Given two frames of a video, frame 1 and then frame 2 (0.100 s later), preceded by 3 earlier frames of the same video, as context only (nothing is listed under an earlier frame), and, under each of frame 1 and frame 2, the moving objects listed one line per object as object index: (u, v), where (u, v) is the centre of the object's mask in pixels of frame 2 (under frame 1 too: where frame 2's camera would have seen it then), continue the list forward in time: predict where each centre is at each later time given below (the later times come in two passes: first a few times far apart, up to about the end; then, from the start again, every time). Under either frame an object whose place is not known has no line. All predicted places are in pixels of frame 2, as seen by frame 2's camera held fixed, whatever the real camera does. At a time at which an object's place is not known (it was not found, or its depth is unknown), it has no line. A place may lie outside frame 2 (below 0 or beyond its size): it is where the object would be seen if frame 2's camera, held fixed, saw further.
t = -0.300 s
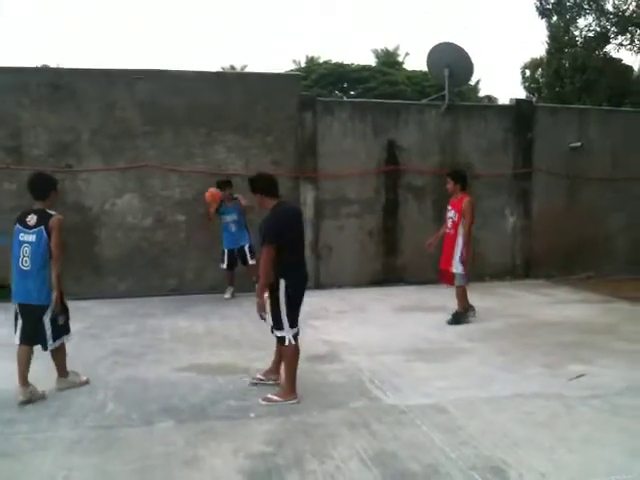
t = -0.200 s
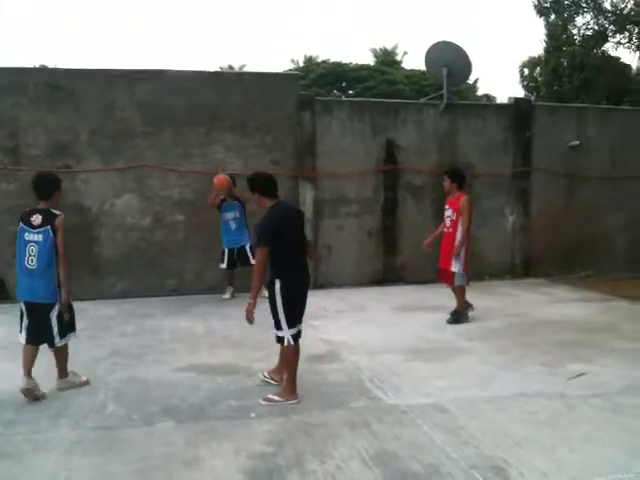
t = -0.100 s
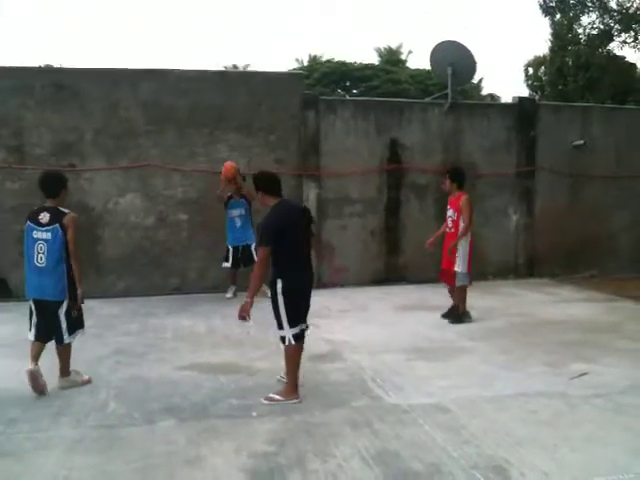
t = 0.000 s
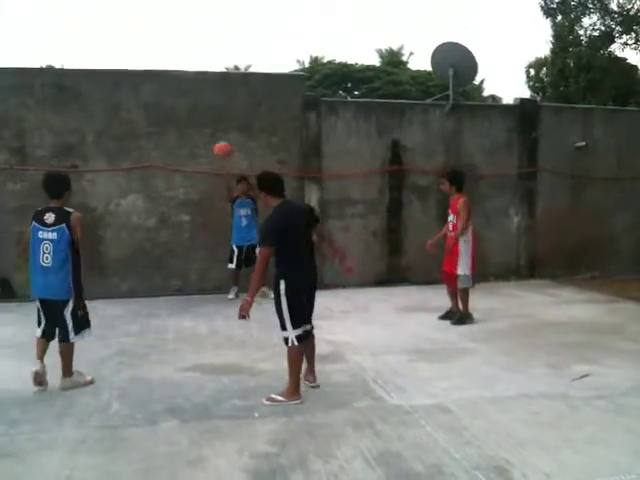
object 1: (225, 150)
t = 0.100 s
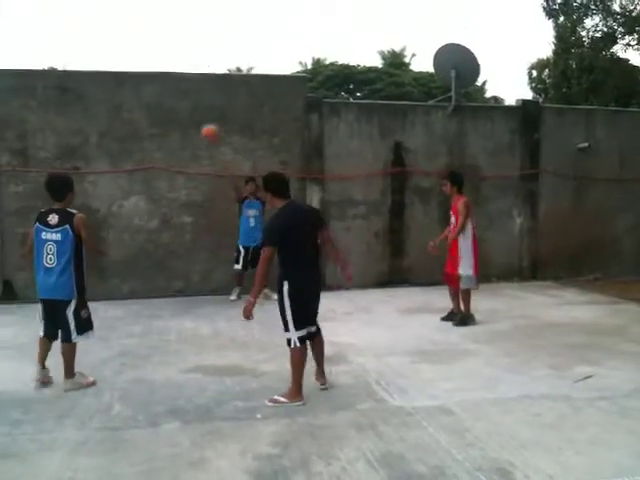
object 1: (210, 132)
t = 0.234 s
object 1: (190, 118)
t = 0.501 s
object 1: (132, 134)
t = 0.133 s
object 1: (203, 126)
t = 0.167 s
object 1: (200, 123)
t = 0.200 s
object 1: (194, 120)
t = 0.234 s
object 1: (190, 118)
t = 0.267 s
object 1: (185, 116)
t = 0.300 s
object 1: (176, 114)
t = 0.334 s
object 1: (169, 114)
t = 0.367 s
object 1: (162, 116)
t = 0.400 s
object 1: (155, 118)
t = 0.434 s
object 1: (148, 121)
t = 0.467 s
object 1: (139, 126)
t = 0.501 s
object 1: (132, 134)
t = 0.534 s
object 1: (123, 142)
